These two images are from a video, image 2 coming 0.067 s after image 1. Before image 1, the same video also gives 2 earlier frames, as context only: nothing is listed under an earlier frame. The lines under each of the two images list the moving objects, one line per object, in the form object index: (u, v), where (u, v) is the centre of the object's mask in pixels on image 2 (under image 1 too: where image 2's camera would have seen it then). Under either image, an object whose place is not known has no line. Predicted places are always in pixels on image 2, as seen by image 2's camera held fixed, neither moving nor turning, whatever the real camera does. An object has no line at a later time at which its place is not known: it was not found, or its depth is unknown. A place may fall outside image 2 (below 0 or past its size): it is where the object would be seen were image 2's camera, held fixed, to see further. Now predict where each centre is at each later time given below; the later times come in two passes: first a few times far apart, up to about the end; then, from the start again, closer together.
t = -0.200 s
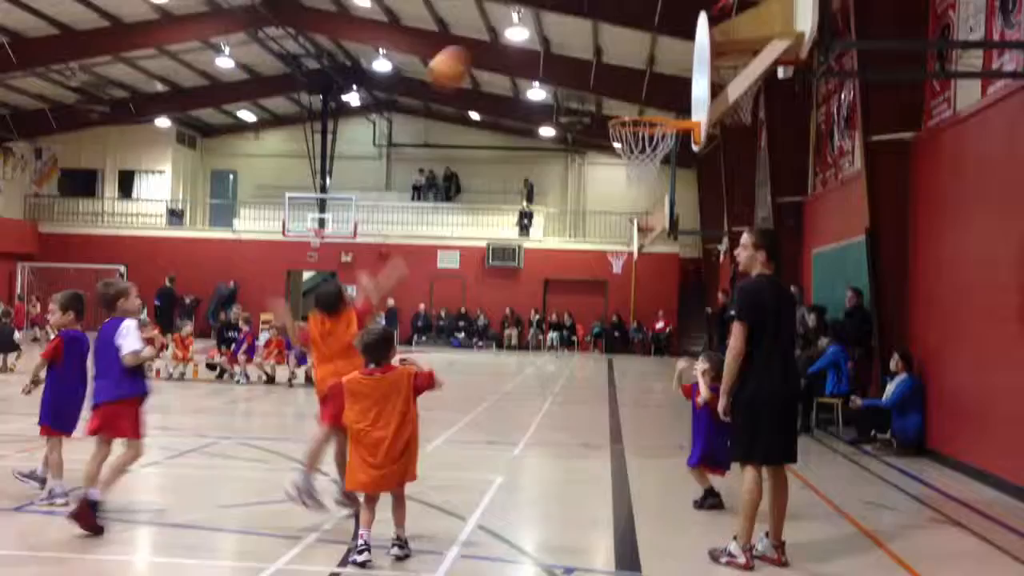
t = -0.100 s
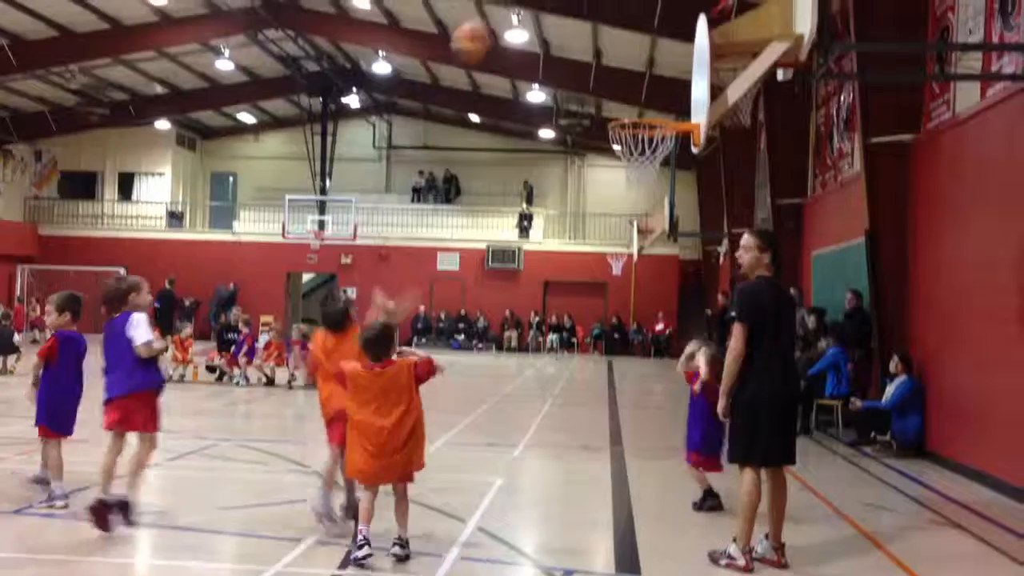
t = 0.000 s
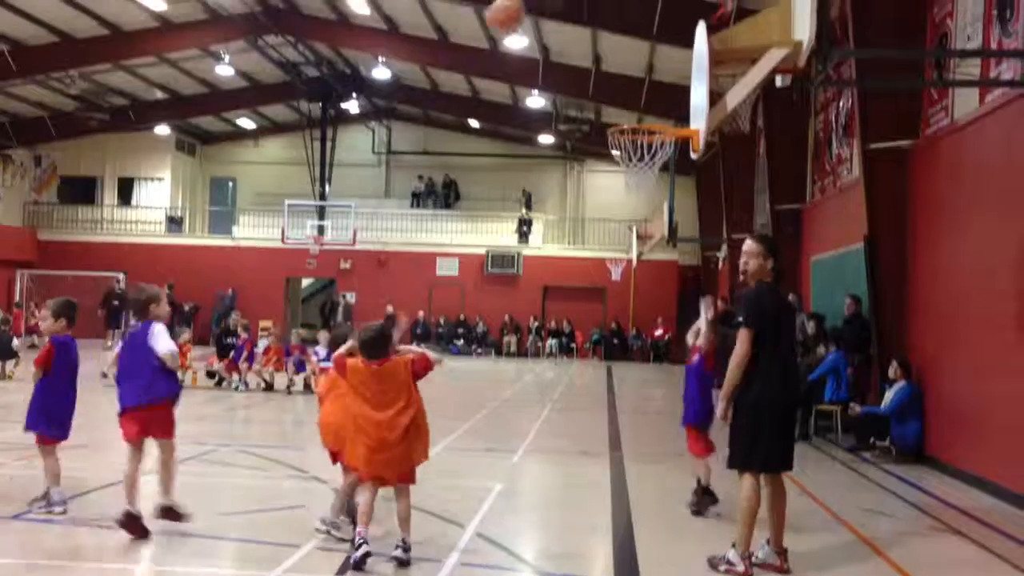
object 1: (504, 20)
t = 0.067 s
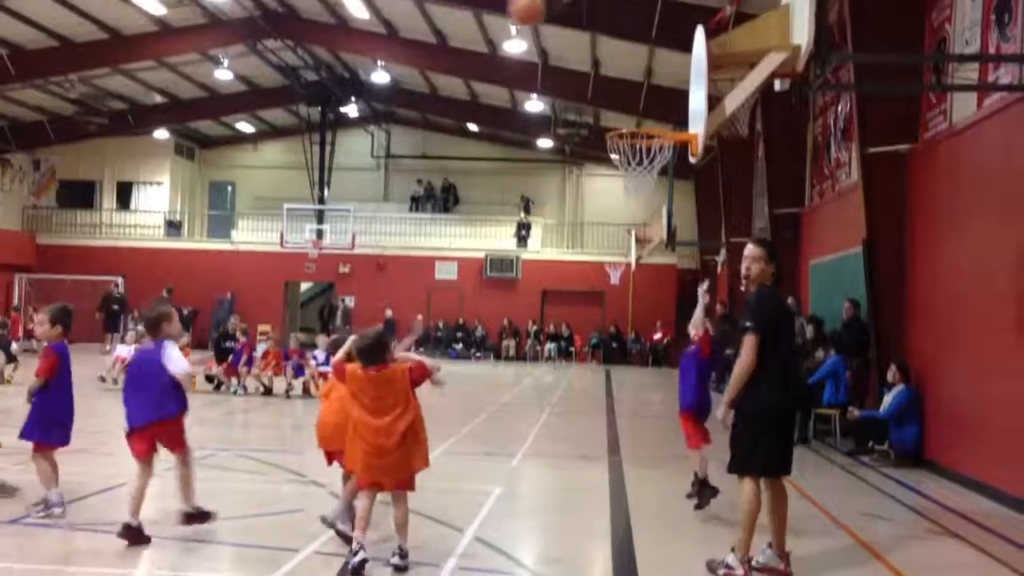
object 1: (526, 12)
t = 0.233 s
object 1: (575, 10)
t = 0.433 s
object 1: (629, 67)
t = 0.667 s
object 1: (626, 142)
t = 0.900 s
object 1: (662, 155)
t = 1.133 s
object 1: (647, 184)
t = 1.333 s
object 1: (624, 256)
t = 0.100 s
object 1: (535, 9)
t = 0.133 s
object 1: (545, 8)
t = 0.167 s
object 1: (556, 8)
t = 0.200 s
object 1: (565, 8)
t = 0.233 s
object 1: (575, 10)
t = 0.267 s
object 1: (584, 15)
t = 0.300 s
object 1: (594, 21)
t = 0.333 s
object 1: (602, 29)
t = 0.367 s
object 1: (610, 38)
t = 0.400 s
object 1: (617, 51)
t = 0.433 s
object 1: (629, 67)
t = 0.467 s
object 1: (637, 81)
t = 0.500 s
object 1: (645, 96)
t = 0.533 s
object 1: (652, 112)
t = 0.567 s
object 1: (658, 122)
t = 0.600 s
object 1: (646, 132)
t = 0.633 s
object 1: (630, 138)
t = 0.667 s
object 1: (626, 142)
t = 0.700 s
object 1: (632, 144)
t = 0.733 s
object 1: (641, 148)
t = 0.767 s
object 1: (651, 151)
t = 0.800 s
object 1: (658, 154)
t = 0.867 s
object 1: (660, 156)
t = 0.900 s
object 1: (662, 155)
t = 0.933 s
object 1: (662, 156)
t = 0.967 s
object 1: (662, 158)
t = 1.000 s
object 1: (661, 161)
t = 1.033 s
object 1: (656, 169)
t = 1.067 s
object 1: (654, 174)
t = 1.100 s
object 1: (650, 179)
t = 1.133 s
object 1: (647, 184)
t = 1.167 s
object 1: (643, 189)
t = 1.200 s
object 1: (640, 206)
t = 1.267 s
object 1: (633, 228)
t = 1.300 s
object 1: (632, 238)
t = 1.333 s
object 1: (624, 256)
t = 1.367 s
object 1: (618, 271)
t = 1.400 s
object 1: (613, 289)
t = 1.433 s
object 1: (609, 305)
